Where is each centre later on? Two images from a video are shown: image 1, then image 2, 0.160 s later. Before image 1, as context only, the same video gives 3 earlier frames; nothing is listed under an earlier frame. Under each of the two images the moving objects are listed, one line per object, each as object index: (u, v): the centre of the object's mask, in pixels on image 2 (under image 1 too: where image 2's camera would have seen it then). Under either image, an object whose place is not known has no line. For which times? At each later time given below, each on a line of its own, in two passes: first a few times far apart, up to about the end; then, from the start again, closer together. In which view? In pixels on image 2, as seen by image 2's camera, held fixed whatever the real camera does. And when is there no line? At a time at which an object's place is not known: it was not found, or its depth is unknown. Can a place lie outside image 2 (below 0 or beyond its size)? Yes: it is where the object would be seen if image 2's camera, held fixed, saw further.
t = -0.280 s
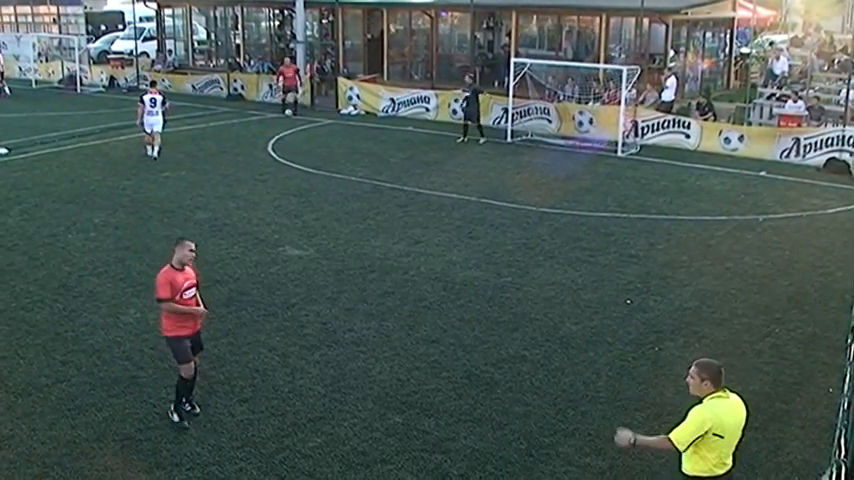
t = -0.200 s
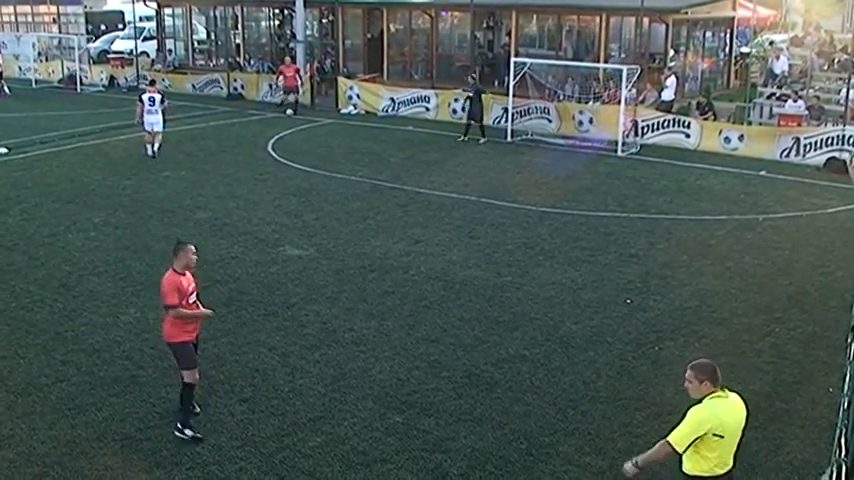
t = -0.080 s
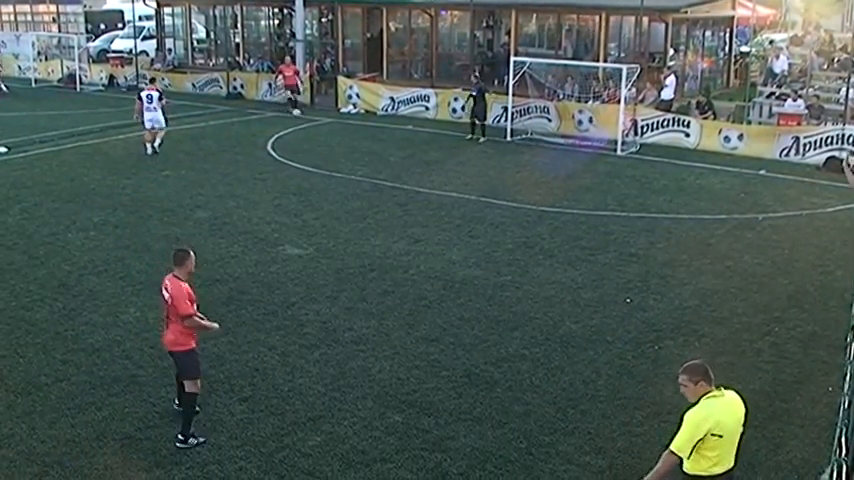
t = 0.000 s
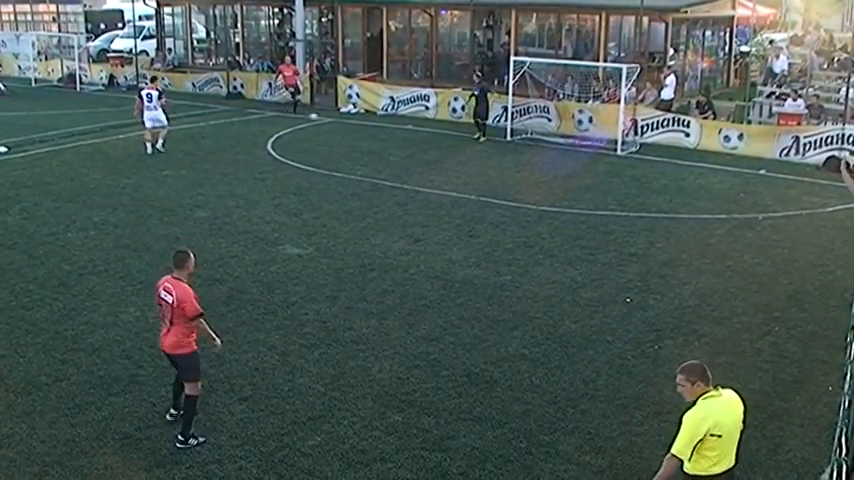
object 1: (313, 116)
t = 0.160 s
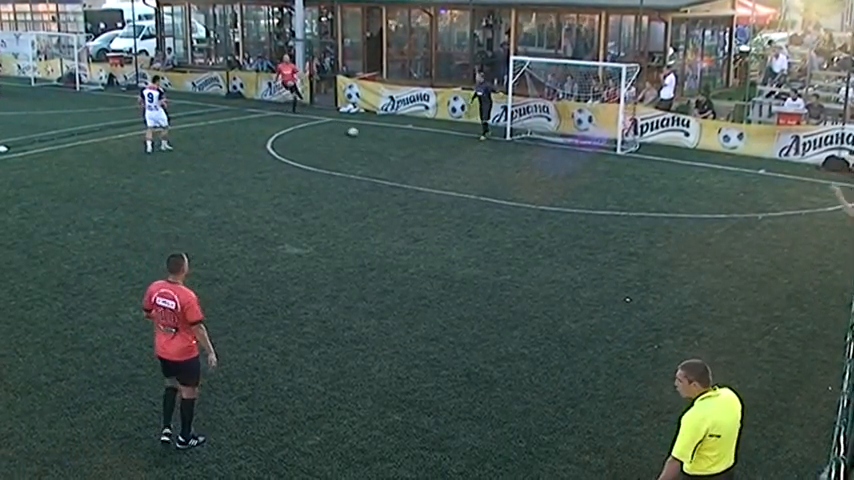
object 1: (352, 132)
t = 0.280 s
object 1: (385, 141)
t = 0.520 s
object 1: (456, 165)
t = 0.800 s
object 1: (540, 191)
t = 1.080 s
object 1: (632, 217)
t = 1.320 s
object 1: (724, 246)
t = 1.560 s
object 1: (833, 283)
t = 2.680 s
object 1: (840, 283)
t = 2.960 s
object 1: (840, 284)
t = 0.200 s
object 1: (363, 134)
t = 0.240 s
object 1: (374, 137)
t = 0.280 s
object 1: (385, 141)
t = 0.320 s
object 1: (396, 146)
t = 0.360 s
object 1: (408, 149)
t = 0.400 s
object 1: (420, 151)
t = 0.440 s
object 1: (430, 155)
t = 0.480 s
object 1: (444, 162)
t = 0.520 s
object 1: (456, 165)
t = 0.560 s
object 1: (468, 168)
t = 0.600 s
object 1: (480, 172)
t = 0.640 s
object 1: (491, 176)
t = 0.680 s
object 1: (503, 179)
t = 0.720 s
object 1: (516, 183)
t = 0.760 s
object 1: (528, 187)
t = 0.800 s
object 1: (540, 191)
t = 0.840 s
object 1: (553, 195)
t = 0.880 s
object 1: (565, 199)
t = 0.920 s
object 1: (578, 202)
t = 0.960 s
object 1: (590, 206)
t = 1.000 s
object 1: (604, 210)
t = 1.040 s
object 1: (617, 215)
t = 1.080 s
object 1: (632, 217)
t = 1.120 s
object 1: (646, 222)
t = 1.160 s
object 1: (660, 228)
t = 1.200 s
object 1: (675, 235)
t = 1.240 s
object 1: (691, 238)
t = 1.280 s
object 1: (708, 241)
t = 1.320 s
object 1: (724, 246)
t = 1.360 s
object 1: (741, 252)
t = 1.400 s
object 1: (758, 260)
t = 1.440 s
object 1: (777, 263)
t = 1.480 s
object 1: (795, 269)
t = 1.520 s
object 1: (813, 276)
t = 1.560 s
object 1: (833, 283)
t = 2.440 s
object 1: (840, 284)
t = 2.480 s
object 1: (840, 284)
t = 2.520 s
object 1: (840, 284)
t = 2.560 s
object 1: (840, 284)
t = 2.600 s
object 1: (840, 284)
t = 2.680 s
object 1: (840, 283)
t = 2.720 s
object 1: (840, 283)
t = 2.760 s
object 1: (840, 283)
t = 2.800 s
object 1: (840, 283)
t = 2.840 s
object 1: (840, 283)
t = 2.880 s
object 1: (840, 284)
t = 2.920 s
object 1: (840, 284)
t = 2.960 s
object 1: (840, 284)
